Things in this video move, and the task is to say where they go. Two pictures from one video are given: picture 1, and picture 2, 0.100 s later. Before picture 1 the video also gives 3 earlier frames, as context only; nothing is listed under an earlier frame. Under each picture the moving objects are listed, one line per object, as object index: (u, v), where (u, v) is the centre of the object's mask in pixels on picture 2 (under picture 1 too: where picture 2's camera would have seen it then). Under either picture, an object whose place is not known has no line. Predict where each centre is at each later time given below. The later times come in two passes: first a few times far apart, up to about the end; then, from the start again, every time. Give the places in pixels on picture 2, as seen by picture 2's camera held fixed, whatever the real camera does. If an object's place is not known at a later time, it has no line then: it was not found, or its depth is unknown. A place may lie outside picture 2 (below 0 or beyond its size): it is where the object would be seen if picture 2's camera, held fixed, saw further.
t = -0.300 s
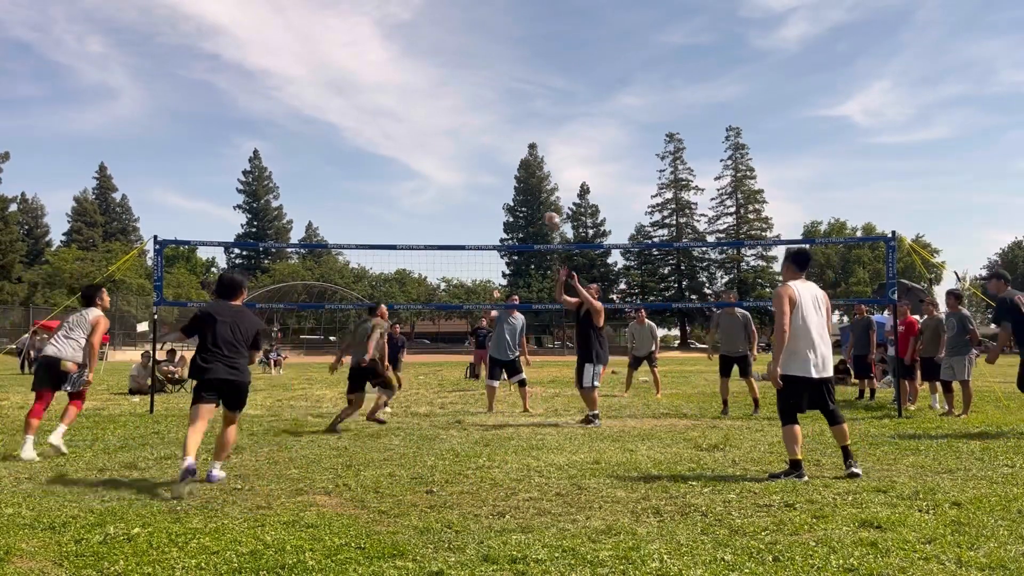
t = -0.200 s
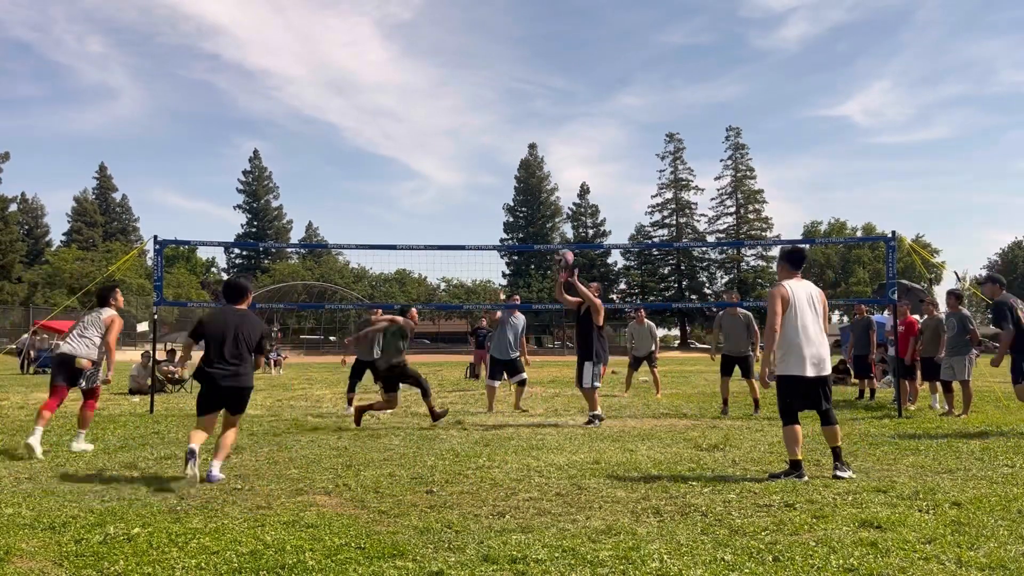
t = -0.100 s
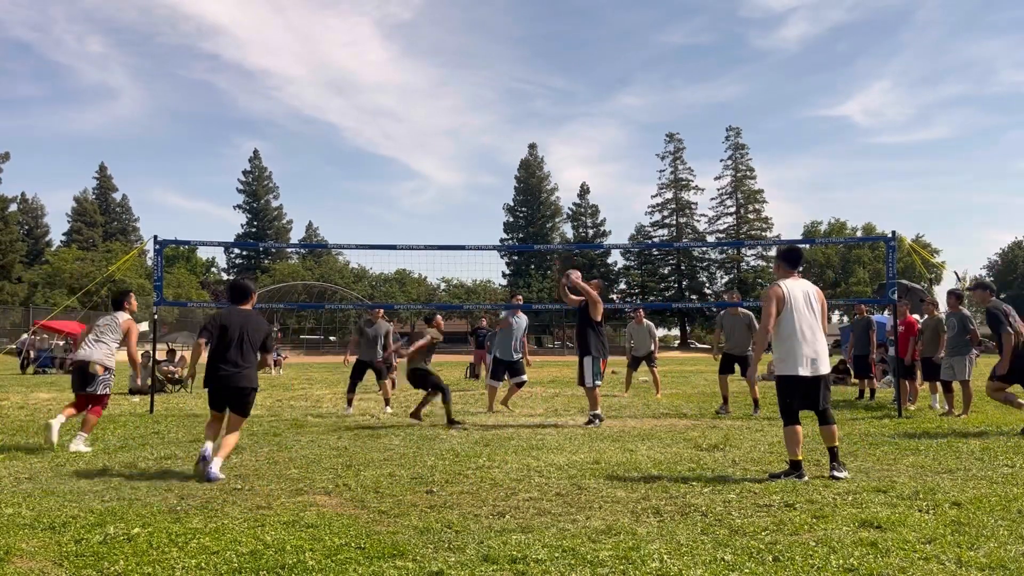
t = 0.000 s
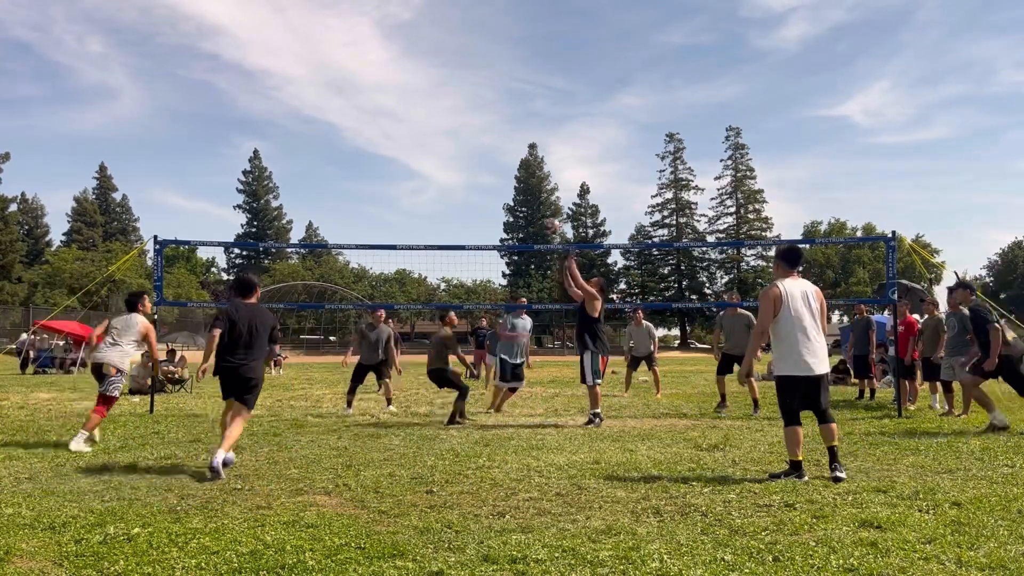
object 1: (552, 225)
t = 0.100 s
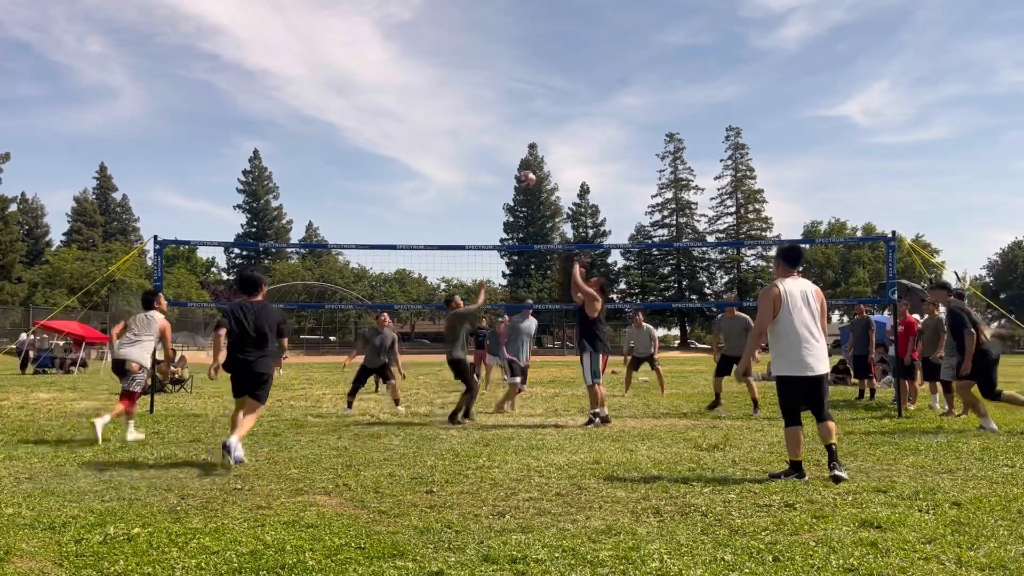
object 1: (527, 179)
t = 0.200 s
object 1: (503, 141)
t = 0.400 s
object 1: (460, 91)
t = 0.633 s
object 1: (409, 74)
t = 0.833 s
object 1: (367, 94)
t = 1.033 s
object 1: (326, 143)
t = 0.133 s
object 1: (519, 165)
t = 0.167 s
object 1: (511, 153)
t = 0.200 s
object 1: (503, 141)
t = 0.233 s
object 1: (496, 131)
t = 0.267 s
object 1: (489, 121)
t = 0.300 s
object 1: (481, 112)
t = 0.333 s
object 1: (474, 104)
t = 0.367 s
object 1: (467, 98)
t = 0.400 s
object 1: (460, 91)
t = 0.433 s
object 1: (452, 86)
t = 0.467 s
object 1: (445, 82)
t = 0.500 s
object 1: (438, 79)
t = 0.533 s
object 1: (431, 77)
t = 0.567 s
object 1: (424, 75)
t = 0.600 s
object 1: (417, 74)
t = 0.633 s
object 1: (409, 74)
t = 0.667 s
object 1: (402, 76)
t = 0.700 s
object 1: (395, 78)
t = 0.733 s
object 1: (388, 80)
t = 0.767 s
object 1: (381, 84)
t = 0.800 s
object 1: (374, 88)
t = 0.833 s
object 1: (367, 94)
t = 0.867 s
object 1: (360, 100)
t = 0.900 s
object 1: (353, 107)
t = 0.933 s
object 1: (347, 114)
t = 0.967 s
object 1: (340, 123)
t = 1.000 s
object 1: (333, 132)
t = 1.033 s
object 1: (326, 143)
